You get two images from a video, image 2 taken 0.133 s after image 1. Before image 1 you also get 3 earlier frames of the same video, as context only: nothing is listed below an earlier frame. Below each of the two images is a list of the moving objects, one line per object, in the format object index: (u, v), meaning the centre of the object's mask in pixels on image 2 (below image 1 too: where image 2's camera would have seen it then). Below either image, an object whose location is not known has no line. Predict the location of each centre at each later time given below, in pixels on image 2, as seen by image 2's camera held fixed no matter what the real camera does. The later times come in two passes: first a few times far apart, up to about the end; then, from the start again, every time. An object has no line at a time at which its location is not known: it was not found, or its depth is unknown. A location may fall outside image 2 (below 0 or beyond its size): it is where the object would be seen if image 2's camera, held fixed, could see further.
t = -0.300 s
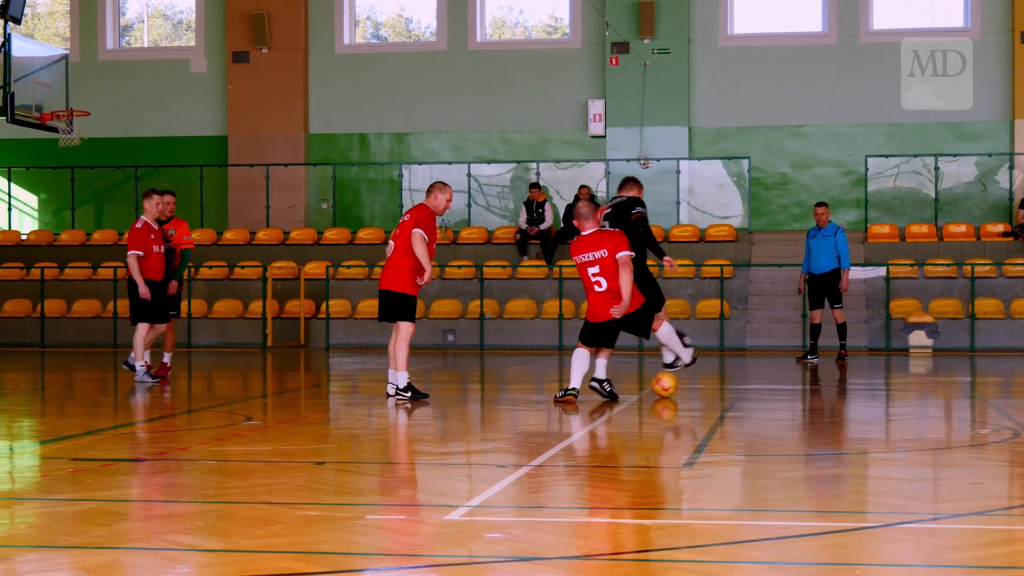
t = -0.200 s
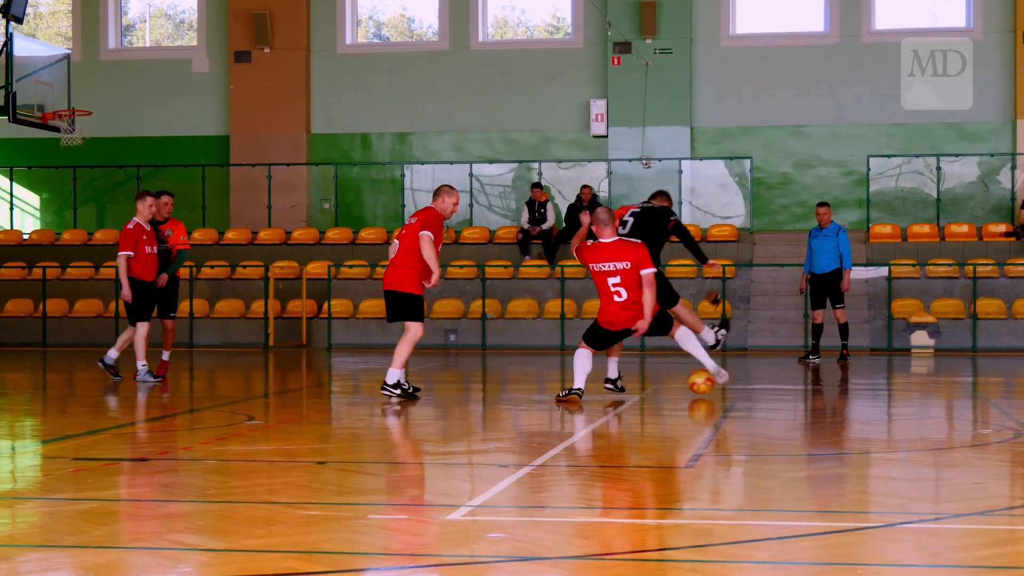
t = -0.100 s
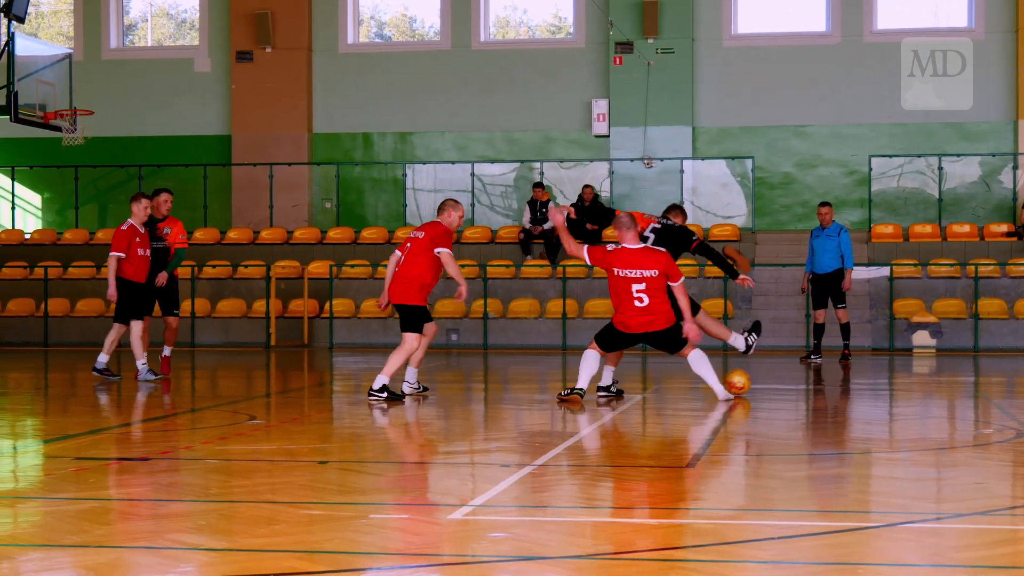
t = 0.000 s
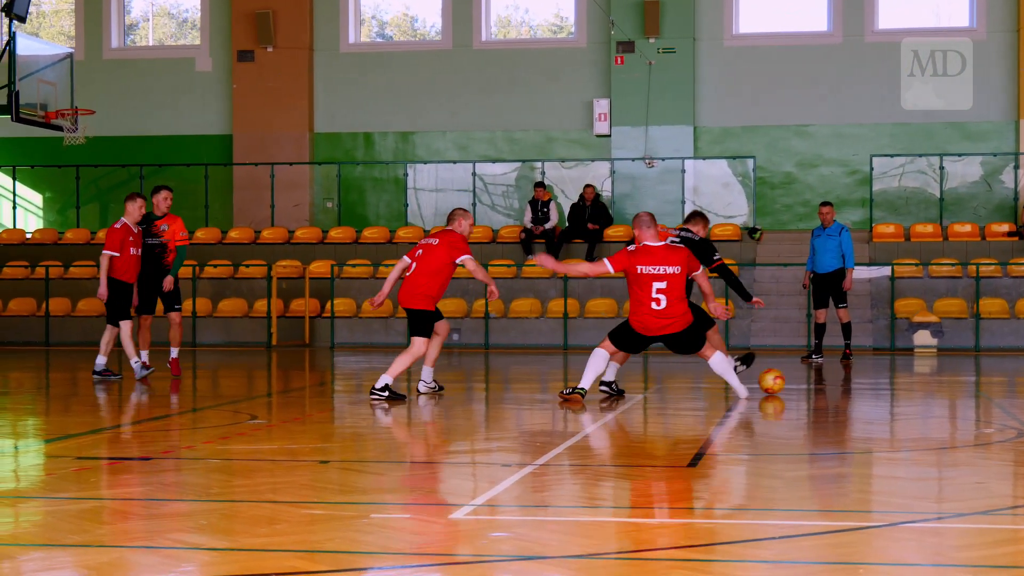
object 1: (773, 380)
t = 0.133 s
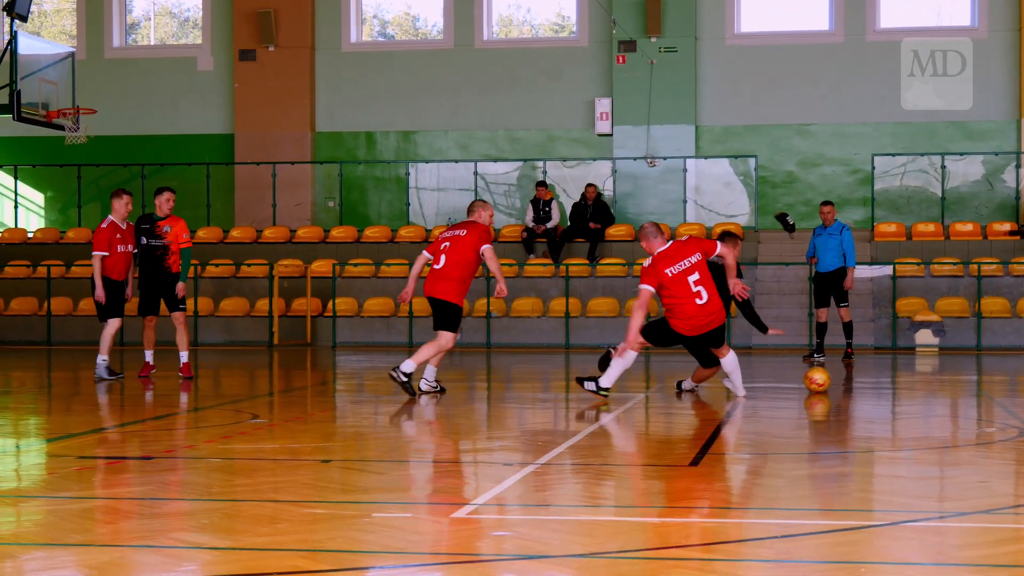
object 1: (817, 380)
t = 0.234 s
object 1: (848, 379)
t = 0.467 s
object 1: (918, 377)
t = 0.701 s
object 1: (988, 377)
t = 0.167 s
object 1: (828, 379)
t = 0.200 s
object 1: (838, 379)
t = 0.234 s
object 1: (848, 379)
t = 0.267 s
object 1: (859, 379)
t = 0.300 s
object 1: (869, 378)
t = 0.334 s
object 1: (880, 378)
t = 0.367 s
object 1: (889, 378)
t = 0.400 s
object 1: (899, 378)
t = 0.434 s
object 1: (909, 377)
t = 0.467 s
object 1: (918, 377)
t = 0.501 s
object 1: (928, 376)
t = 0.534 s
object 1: (937, 376)
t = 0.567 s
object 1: (945, 375)
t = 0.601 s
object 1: (956, 376)
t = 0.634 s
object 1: (967, 376)
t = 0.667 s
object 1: (978, 376)
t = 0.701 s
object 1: (988, 377)
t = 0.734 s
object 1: (998, 377)
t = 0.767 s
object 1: (1007, 378)
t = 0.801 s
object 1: (1017, 378)
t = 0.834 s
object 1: (1027, 379)
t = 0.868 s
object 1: (1038, 379)
